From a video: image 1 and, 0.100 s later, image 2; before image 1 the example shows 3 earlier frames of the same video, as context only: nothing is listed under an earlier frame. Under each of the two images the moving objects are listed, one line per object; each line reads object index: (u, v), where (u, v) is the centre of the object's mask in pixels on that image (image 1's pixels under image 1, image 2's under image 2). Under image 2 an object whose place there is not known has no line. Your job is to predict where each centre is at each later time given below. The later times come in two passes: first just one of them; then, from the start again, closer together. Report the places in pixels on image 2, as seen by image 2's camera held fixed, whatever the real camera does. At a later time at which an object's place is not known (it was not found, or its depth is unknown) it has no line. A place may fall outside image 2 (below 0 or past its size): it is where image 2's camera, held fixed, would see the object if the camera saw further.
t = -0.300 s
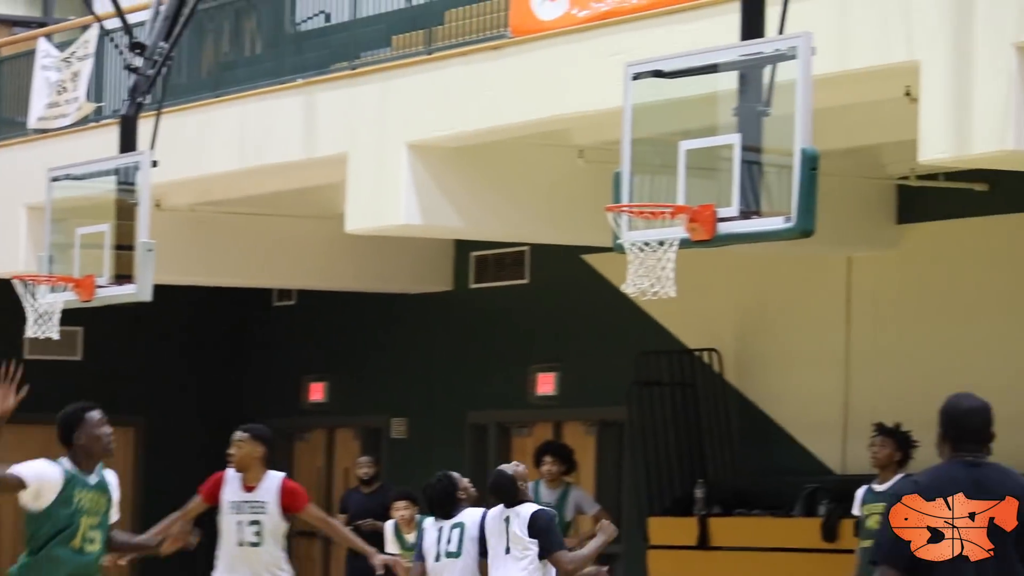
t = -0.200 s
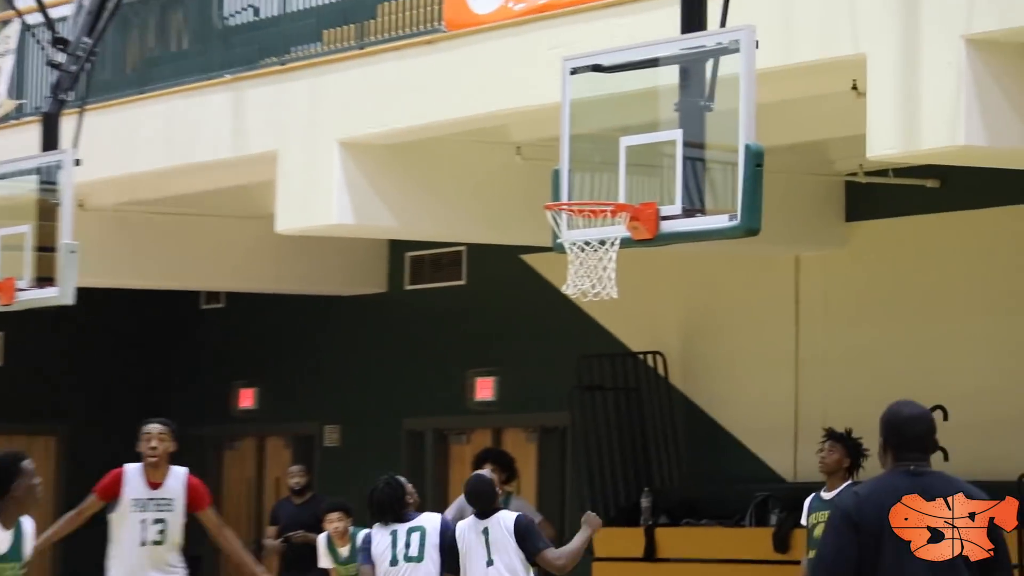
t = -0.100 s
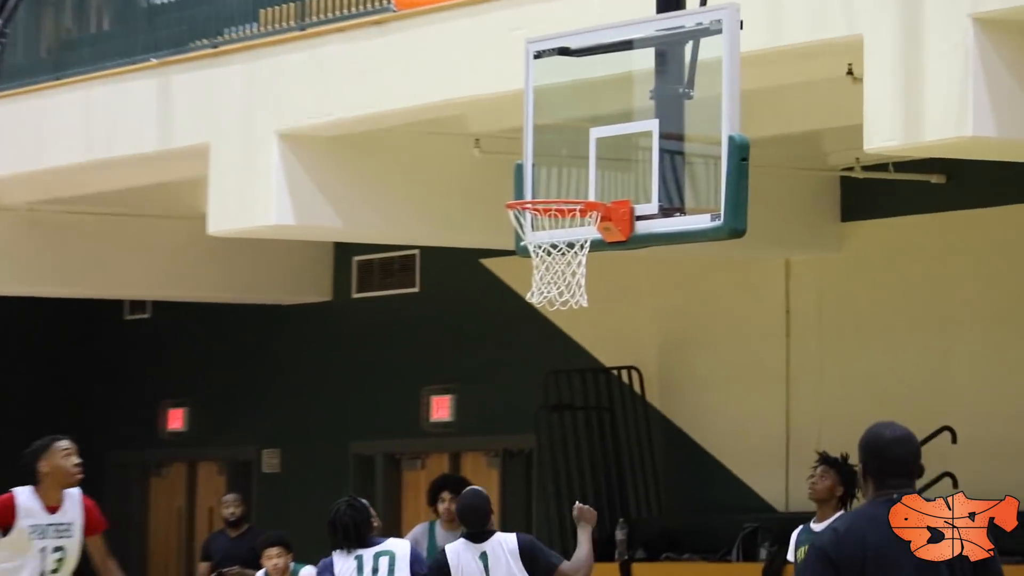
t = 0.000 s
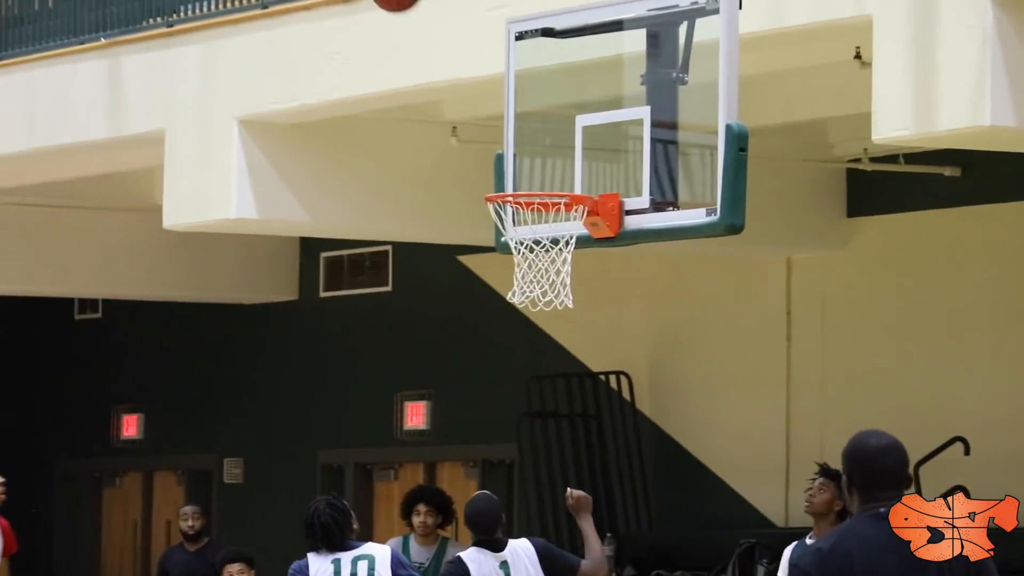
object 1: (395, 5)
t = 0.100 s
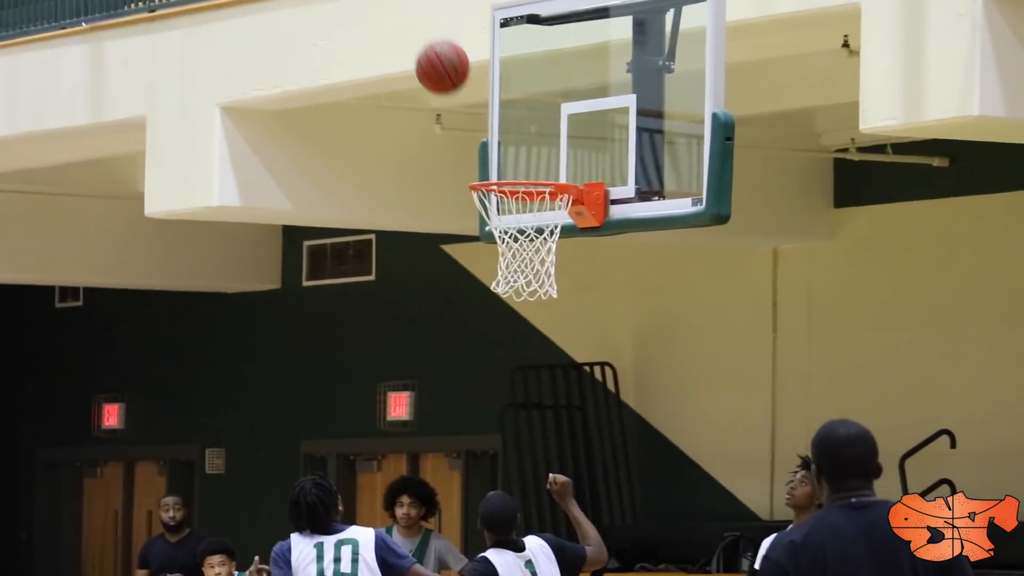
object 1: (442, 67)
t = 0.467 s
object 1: (607, 257)
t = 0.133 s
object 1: (462, 105)
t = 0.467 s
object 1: (607, 257)
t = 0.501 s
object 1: (611, 268)
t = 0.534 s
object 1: (617, 282)
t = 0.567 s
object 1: (622, 299)
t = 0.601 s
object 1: (627, 318)
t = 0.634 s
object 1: (633, 340)
